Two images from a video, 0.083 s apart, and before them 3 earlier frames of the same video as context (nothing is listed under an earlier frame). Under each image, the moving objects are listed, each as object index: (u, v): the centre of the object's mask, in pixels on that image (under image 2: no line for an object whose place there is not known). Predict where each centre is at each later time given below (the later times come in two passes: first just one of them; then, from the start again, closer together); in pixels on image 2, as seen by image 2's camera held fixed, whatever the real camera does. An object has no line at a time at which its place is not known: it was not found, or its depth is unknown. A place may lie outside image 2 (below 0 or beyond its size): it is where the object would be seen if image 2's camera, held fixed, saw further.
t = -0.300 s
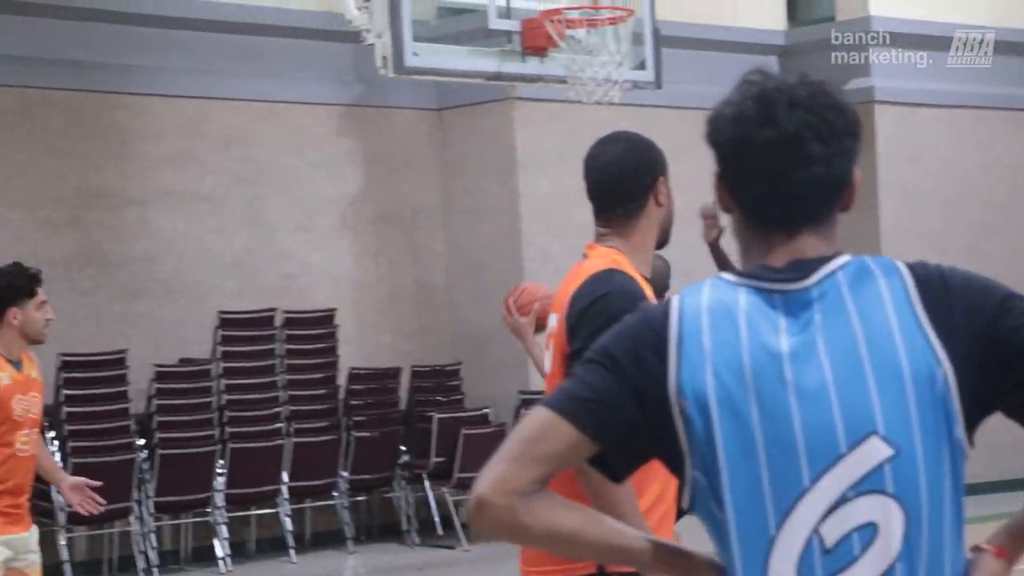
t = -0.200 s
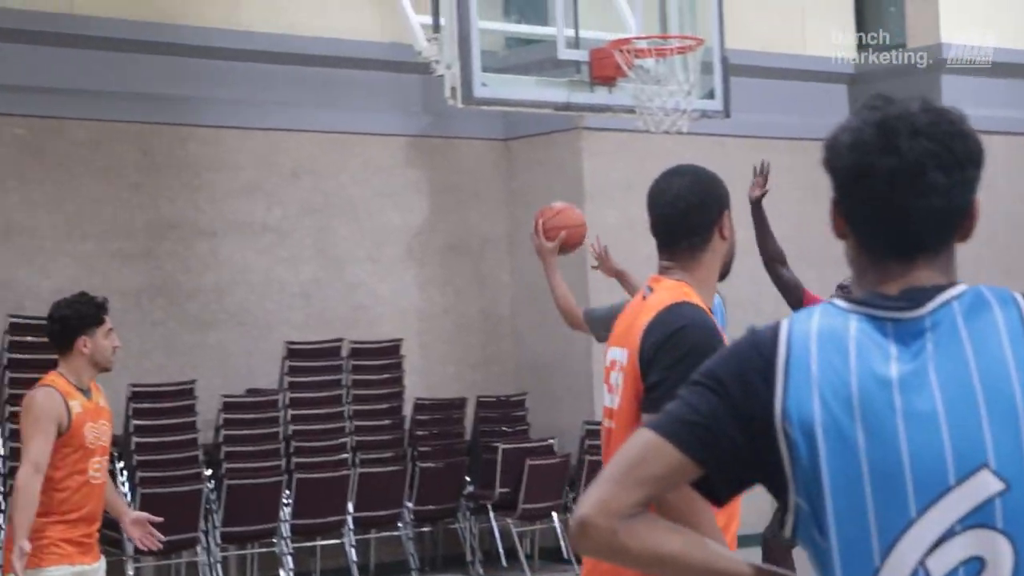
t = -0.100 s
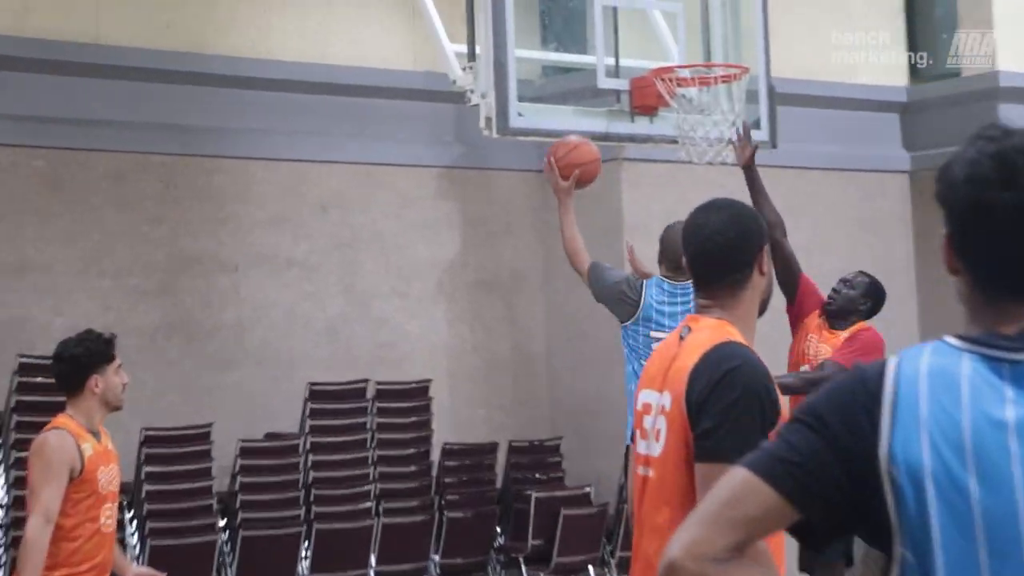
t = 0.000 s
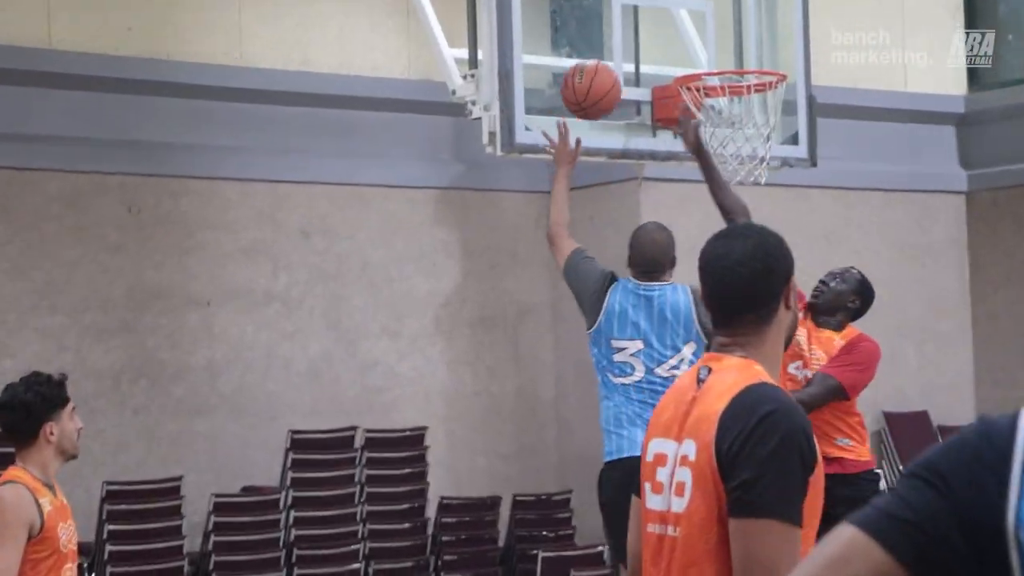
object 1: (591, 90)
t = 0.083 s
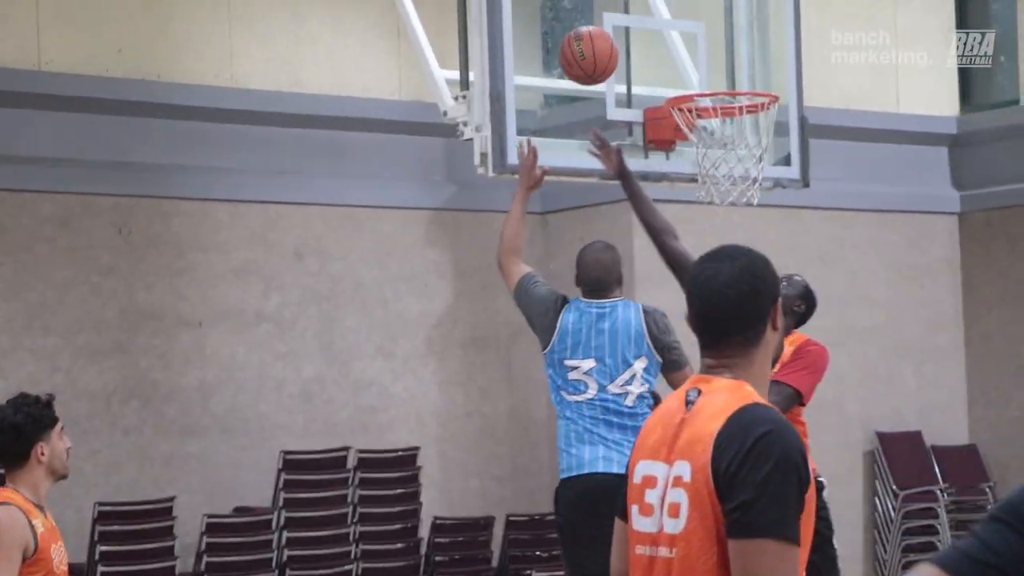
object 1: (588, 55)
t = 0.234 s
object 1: (599, 1)
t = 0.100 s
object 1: (589, 47)
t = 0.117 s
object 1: (590, 39)
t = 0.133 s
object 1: (591, 31)
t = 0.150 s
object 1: (591, 24)
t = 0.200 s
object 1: (596, 8)
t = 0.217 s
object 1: (597, 4)
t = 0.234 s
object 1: (599, 1)
